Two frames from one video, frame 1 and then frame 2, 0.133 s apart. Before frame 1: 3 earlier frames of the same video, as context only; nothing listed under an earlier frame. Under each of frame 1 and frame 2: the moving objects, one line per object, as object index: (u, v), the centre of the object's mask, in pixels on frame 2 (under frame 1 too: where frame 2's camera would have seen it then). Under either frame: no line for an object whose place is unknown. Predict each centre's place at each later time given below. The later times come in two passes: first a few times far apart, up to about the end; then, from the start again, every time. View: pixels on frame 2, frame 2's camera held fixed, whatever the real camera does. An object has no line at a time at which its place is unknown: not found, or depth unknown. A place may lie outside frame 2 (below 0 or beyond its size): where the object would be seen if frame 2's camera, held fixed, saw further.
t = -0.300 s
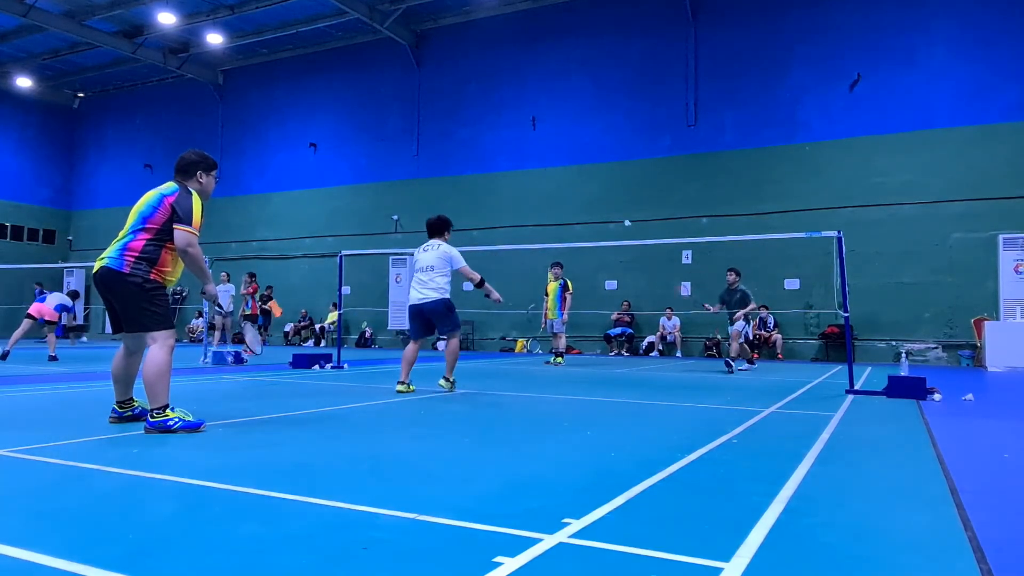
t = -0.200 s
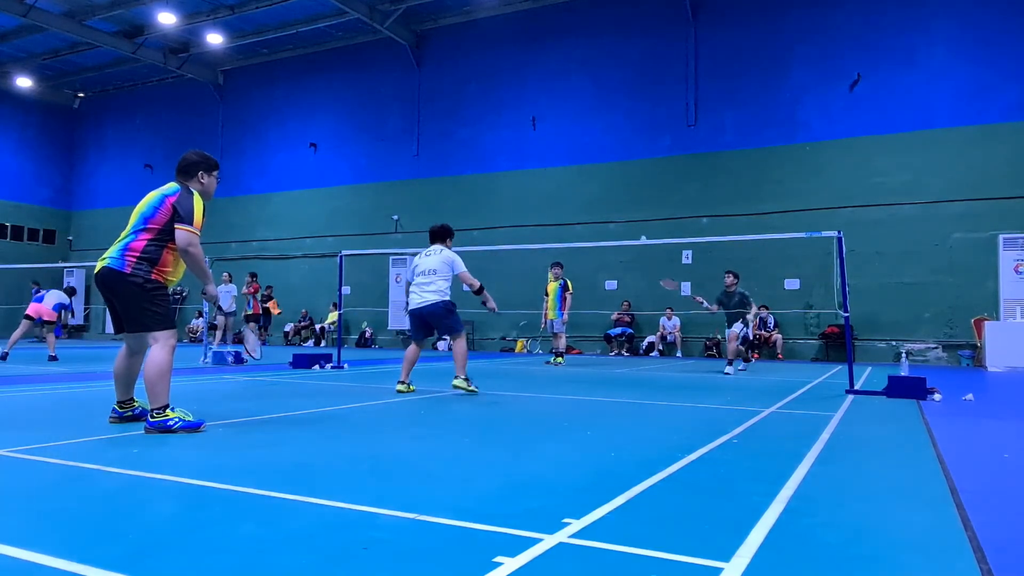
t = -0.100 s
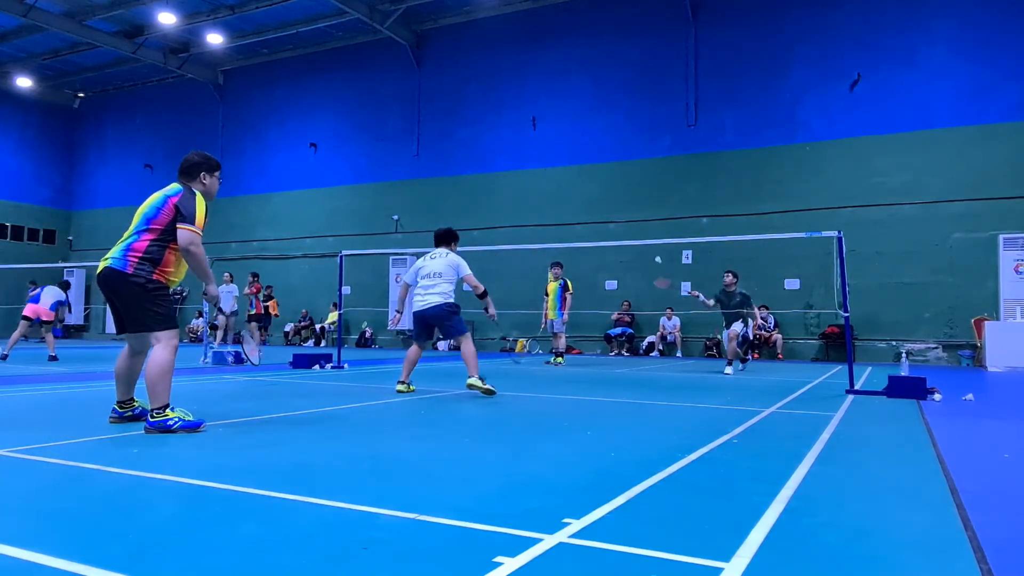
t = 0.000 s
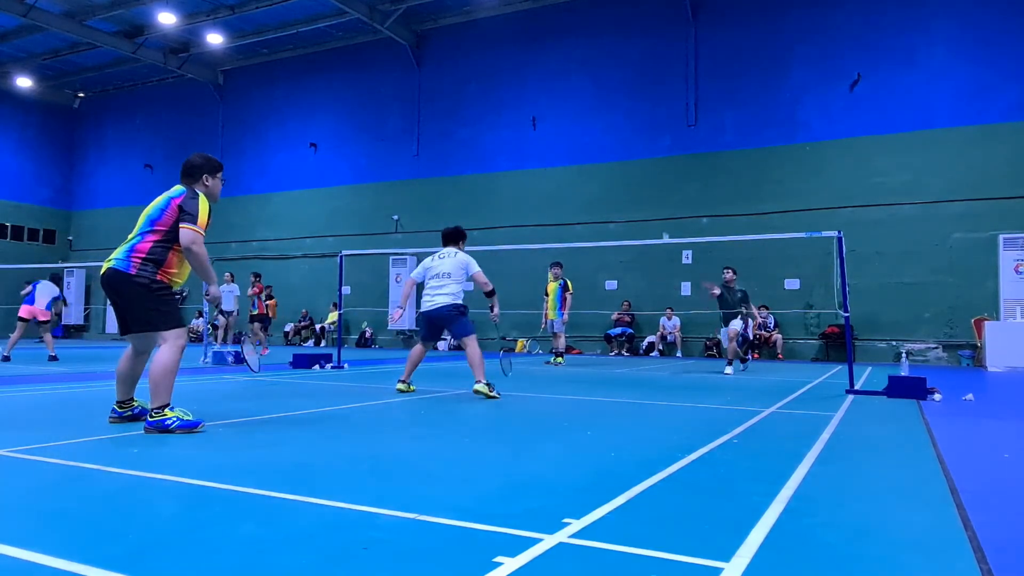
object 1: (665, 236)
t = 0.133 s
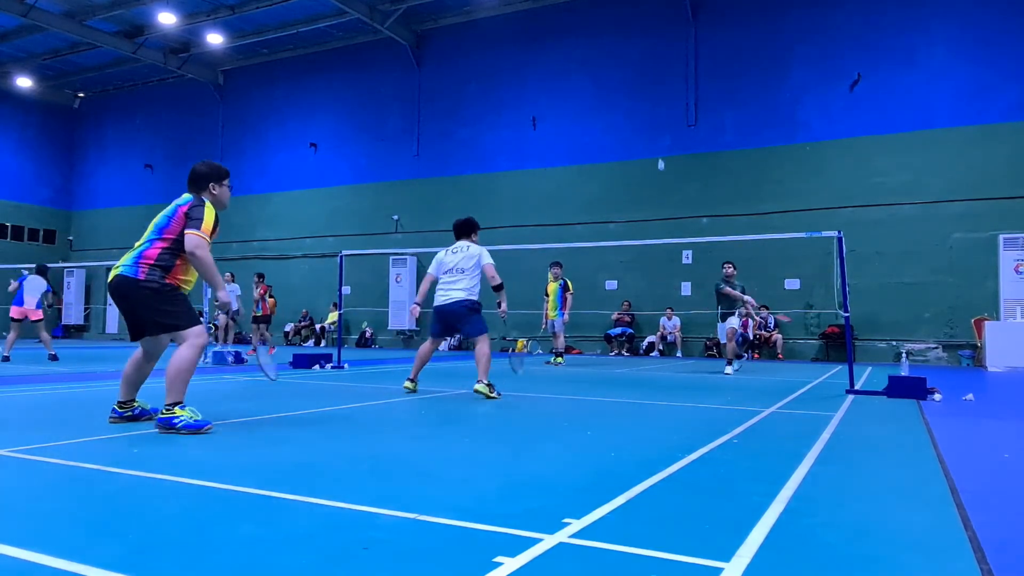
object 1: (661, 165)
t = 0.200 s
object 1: (658, 134)
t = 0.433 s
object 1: (649, 64)
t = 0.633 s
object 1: (639, 48)
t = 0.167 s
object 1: (660, 149)
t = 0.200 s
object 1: (658, 134)
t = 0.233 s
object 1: (657, 121)
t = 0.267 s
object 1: (655, 109)
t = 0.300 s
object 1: (654, 98)
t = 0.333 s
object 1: (653, 88)
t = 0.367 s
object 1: (652, 79)
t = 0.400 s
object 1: (650, 71)
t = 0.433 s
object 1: (649, 64)
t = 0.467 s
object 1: (648, 59)
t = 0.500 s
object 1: (647, 54)
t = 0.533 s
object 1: (645, 50)
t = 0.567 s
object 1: (643, 48)
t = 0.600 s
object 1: (641, 47)
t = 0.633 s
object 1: (639, 48)
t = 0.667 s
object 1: (637, 50)
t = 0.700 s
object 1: (634, 54)
